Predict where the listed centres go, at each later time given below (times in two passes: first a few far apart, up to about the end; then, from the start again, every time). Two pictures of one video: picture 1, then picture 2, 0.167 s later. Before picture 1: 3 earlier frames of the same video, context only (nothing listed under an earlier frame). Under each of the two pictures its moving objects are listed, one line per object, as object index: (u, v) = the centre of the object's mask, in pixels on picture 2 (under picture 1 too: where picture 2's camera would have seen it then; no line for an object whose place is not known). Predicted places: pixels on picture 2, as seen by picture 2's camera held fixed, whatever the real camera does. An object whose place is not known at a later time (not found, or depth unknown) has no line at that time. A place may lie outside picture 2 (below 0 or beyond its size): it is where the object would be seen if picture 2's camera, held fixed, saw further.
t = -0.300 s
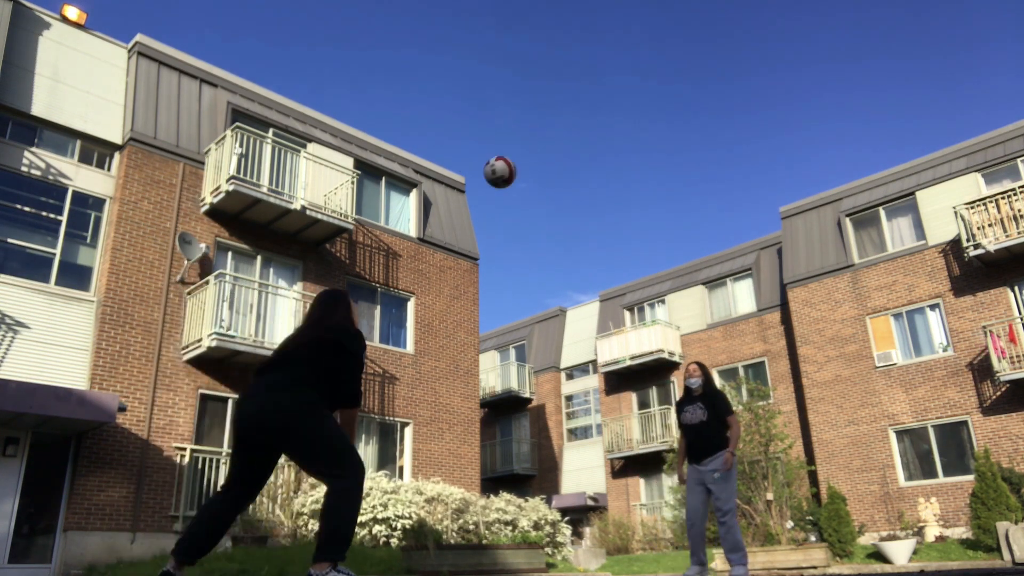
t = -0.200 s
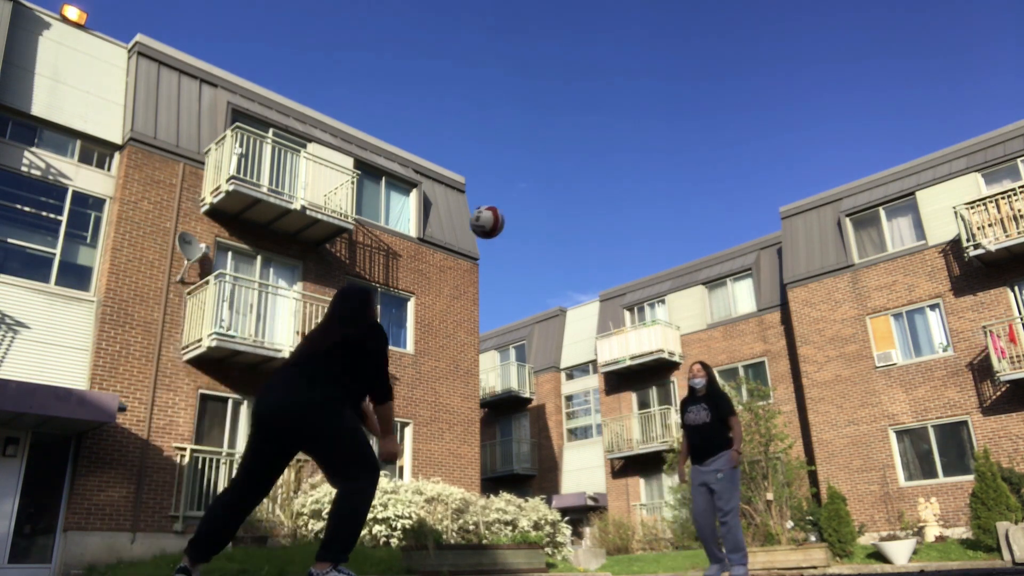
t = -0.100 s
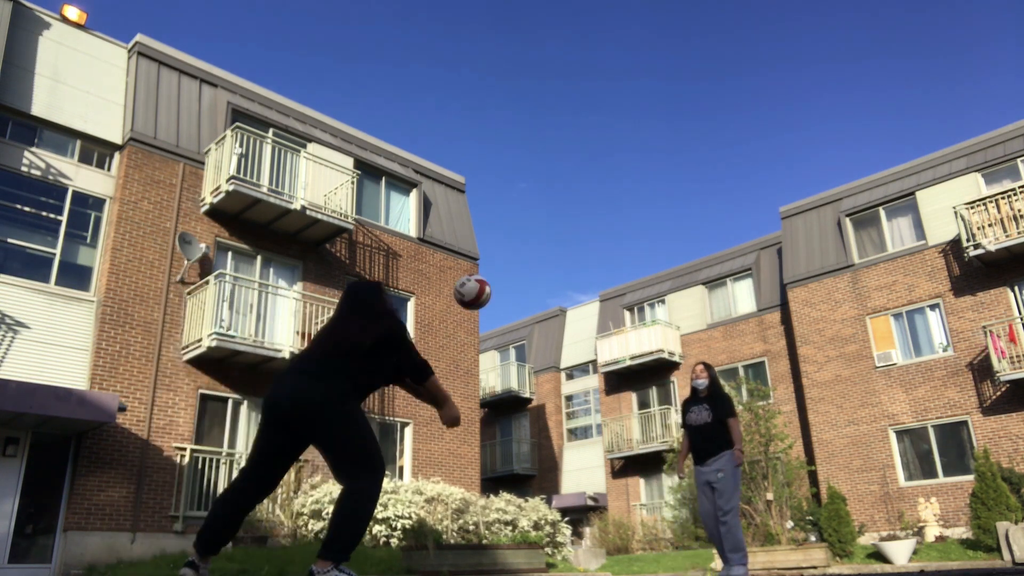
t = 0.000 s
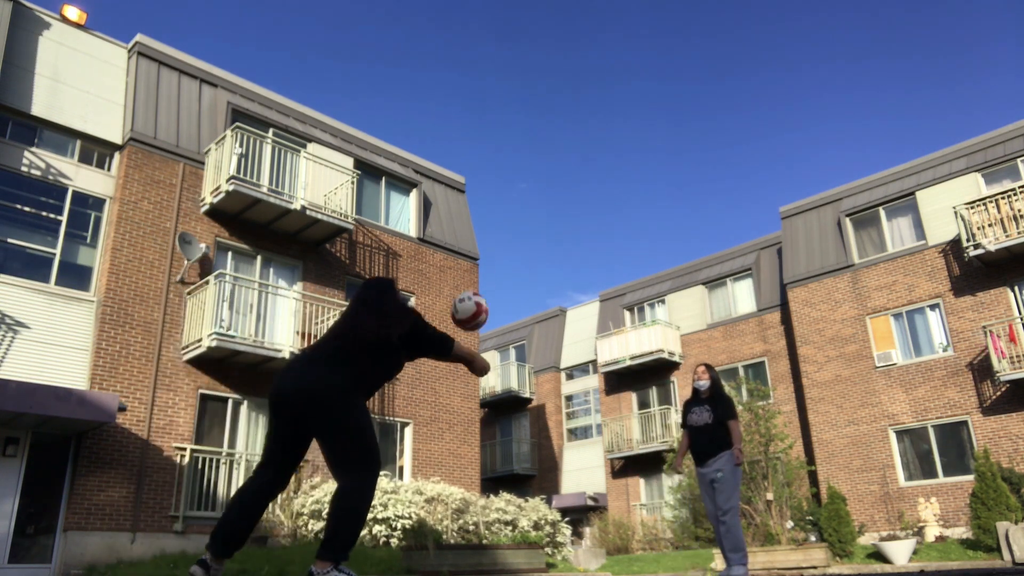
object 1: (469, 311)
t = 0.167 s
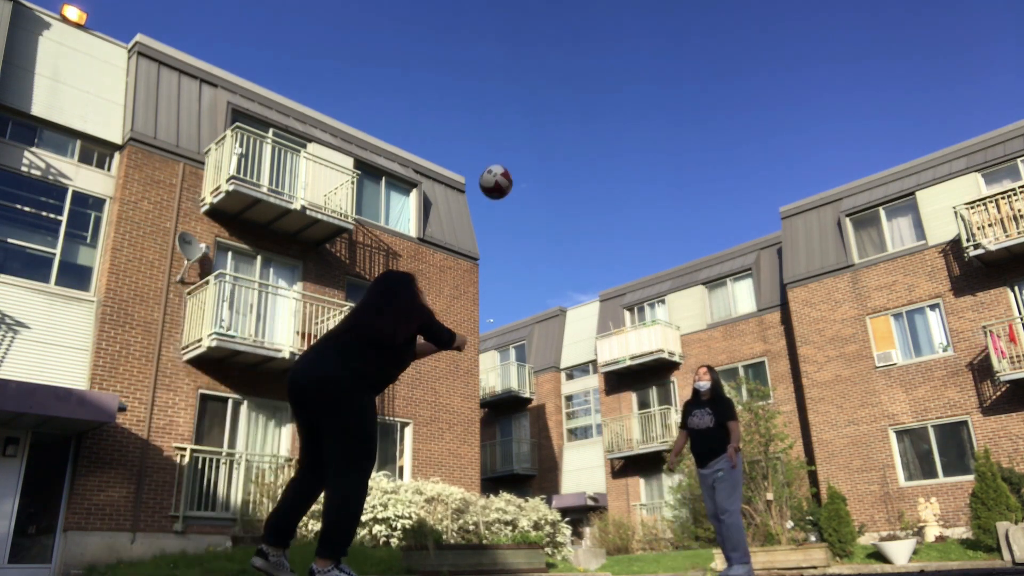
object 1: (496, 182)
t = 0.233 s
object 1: (504, 150)
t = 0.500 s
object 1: (535, 93)
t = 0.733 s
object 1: (557, 113)
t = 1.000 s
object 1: (578, 199)
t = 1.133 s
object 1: (587, 266)
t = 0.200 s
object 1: (500, 165)
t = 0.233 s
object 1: (504, 150)
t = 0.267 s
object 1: (508, 137)
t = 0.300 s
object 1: (513, 126)
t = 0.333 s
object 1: (517, 116)
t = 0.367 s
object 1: (521, 109)
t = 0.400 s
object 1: (524, 103)
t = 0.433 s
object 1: (528, 98)
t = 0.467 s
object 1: (532, 95)
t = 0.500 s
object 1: (535, 93)
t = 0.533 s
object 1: (538, 93)
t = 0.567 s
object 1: (542, 93)
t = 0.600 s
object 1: (545, 95)
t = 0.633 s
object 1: (548, 98)
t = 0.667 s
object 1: (551, 102)
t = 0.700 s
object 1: (553, 107)
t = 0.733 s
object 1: (557, 113)
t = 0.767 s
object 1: (559, 121)
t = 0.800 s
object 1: (562, 129)
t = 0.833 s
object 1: (565, 138)
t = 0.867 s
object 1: (567, 148)
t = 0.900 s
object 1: (570, 159)
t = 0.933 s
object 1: (573, 172)
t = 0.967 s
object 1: (575, 185)
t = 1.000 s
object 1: (578, 199)
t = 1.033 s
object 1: (580, 214)
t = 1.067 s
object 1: (582, 231)
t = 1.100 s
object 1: (584, 248)
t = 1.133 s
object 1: (587, 266)
